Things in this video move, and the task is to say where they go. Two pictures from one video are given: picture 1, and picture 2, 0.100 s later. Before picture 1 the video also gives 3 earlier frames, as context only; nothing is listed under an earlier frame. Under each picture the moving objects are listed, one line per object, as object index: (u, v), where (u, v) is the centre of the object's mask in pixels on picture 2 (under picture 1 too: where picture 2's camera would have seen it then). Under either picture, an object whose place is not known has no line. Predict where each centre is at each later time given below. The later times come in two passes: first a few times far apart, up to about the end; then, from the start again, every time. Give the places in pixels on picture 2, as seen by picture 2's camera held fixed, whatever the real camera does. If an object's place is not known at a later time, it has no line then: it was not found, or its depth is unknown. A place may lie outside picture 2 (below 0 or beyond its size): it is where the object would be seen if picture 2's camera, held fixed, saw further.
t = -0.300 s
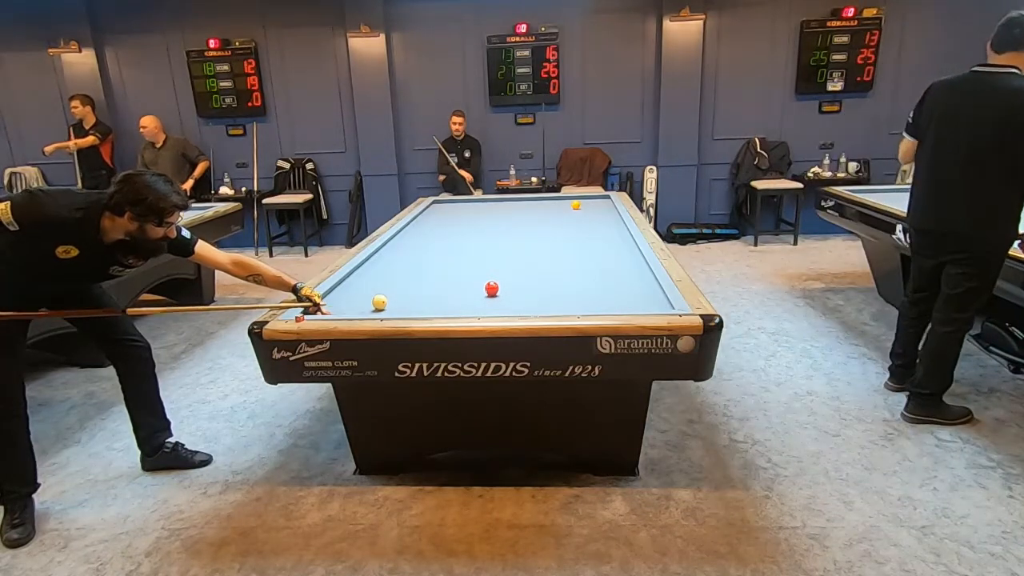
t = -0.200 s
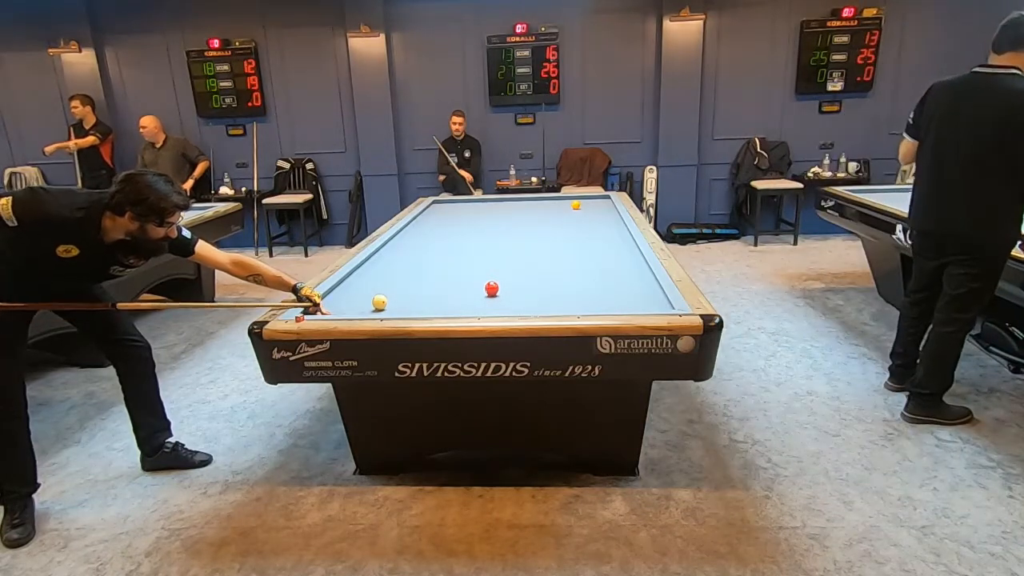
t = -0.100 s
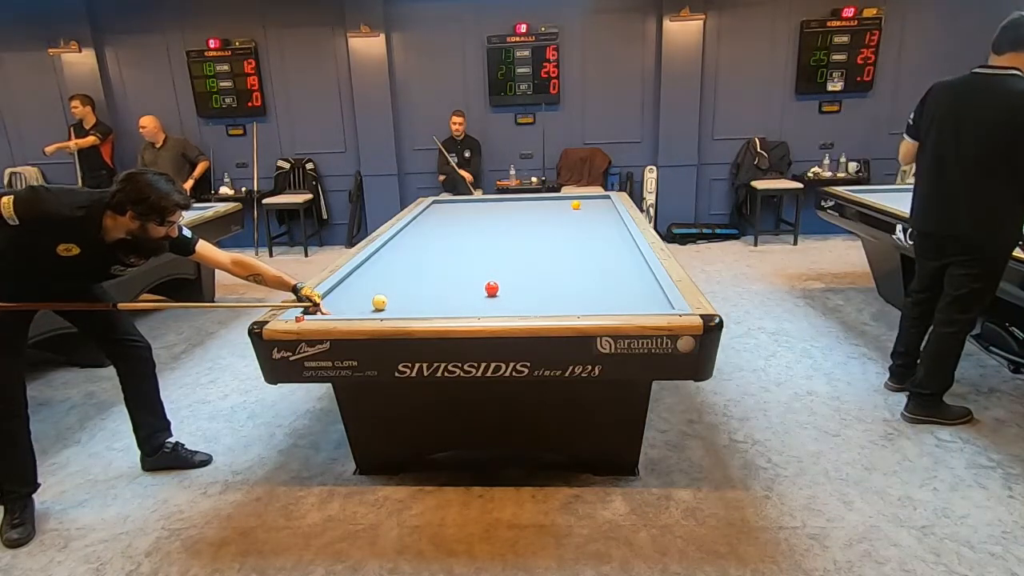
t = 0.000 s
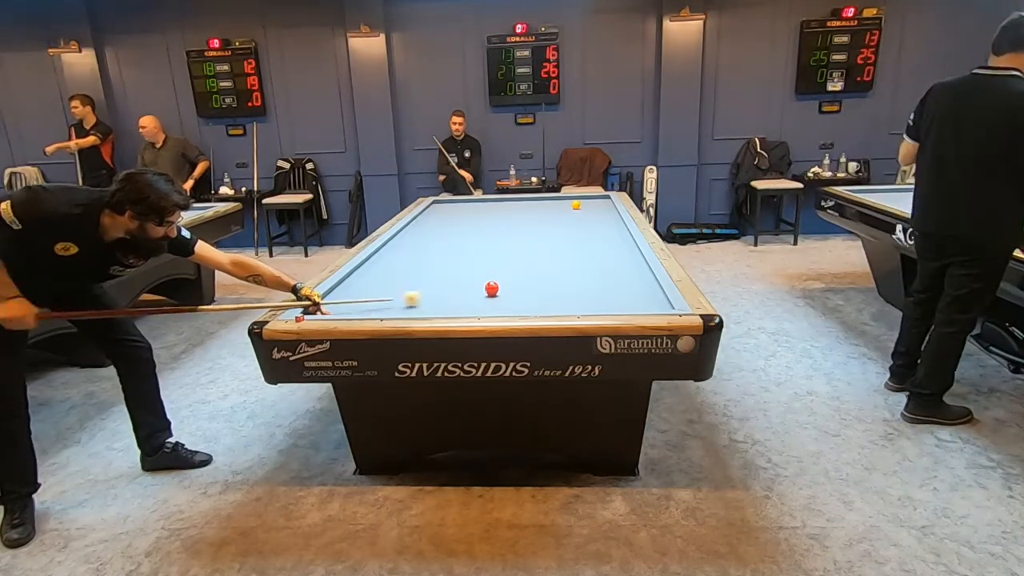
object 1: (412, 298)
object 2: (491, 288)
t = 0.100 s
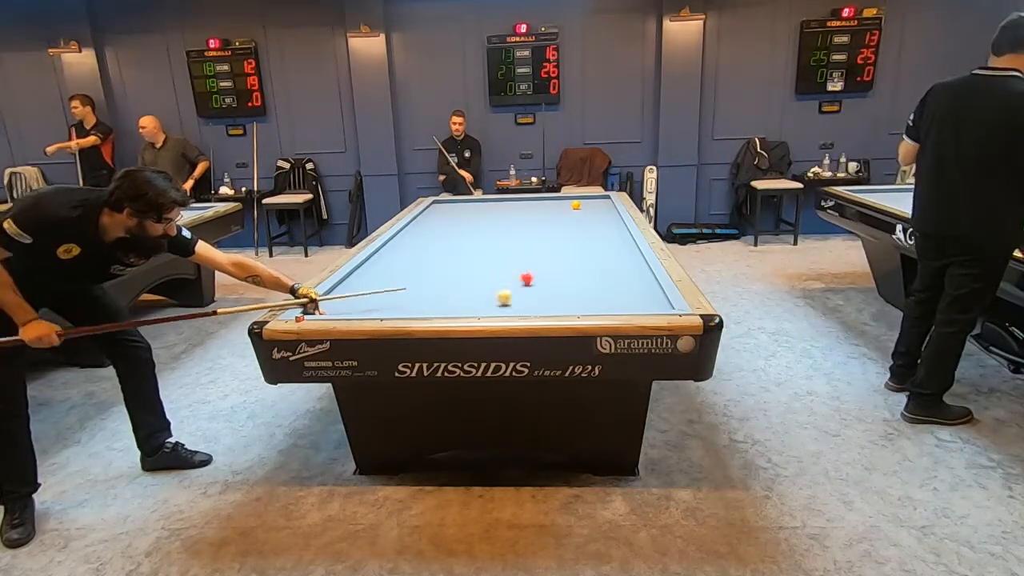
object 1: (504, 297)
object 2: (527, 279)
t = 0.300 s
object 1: (610, 302)
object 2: (629, 246)
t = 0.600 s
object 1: (587, 276)
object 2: (516, 228)
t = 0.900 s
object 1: (521, 258)
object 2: (448, 217)
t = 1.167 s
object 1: (476, 245)
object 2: (443, 210)
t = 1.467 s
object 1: (437, 233)
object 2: (482, 203)
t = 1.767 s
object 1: (414, 223)
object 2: (508, 199)
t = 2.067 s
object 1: (444, 216)
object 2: (524, 202)
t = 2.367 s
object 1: (467, 209)
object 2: (542, 204)
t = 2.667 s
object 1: (487, 203)
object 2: (560, 206)
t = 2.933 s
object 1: (502, 199)
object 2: (575, 209)
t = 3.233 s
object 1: (509, 200)
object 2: (594, 211)
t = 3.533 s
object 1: (516, 203)
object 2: (614, 215)
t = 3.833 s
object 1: (522, 205)
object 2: (607, 217)
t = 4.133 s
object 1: (528, 207)
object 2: (598, 220)
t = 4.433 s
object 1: (536, 210)
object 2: (588, 223)
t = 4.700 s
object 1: (542, 211)
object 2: (579, 226)
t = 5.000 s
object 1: (549, 214)
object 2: (570, 229)
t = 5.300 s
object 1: (555, 216)
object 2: (560, 232)
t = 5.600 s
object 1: (562, 219)
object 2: (551, 235)
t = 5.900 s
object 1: (569, 221)
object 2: (541, 238)
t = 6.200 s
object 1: (576, 224)
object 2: (532, 241)
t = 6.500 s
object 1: (582, 226)
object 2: (522, 244)
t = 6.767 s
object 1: (588, 228)
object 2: (514, 247)
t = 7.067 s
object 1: (595, 230)
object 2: (506, 249)
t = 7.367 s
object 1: (601, 232)
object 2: (497, 252)
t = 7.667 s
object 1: (608, 234)
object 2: (488, 255)
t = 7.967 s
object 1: (614, 236)
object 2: (481, 257)
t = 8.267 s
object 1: (619, 238)
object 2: (473, 260)
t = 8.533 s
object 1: (624, 240)
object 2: (466, 261)
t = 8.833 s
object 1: (629, 241)
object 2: (459, 264)
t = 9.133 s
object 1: (628, 243)
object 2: (453, 265)
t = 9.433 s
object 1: (627, 244)
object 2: (447, 267)
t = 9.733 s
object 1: (626, 245)
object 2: (441, 269)
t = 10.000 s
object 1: (625, 246)
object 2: (437, 270)
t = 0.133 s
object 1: (520, 301)
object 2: (549, 272)
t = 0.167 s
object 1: (538, 304)
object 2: (569, 266)
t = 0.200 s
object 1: (556, 306)
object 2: (589, 260)
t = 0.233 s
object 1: (575, 306)
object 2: (607, 255)
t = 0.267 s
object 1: (593, 304)
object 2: (623, 250)
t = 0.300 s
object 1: (610, 302)
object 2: (629, 246)
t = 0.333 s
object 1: (626, 299)
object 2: (613, 243)
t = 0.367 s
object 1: (641, 296)
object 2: (599, 241)
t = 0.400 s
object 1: (656, 293)
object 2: (584, 239)
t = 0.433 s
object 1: (647, 290)
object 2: (571, 237)
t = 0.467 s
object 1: (633, 287)
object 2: (559, 235)
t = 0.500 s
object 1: (620, 285)
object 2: (547, 234)
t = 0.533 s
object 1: (608, 282)
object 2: (536, 232)
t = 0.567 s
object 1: (597, 279)
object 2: (525, 230)
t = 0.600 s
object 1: (587, 276)
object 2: (516, 228)
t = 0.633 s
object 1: (578, 275)
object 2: (507, 227)
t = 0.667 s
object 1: (569, 272)
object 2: (498, 225)
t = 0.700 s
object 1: (561, 270)
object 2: (490, 224)
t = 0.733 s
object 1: (554, 268)
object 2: (482, 223)
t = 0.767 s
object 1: (547, 266)
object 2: (474, 221)
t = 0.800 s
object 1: (540, 264)
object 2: (468, 220)
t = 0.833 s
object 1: (533, 262)
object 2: (461, 219)
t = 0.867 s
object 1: (527, 261)
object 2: (454, 218)
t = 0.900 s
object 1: (521, 258)
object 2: (448, 217)
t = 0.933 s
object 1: (516, 257)
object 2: (442, 216)
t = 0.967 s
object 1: (510, 255)
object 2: (436, 215)
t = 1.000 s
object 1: (503, 253)
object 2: (430, 215)
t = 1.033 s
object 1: (497, 251)
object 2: (425, 214)
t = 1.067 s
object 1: (492, 250)
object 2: (425, 212)
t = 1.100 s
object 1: (487, 248)
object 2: (431, 211)
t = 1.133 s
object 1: (481, 246)
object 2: (438, 211)
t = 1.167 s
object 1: (476, 245)
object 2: (443, 210)
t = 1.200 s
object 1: (472, 243)
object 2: (449, 209)
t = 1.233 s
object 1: (467, 242)
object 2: (454, 208)
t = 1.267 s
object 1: (463, 241)
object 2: (459, 208)
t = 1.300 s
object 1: (458, 239)
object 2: (464, 207)
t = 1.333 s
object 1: (453, 238)
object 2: (468, 206)
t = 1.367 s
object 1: (448, 237)
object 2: (472, 205)
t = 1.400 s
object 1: (444, 236)
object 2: (475, 204)
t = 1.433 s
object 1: (440, 235)
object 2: (479, 203)
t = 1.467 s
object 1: (437, 233)
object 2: (482, 203)
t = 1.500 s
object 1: (432, 232)
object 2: (485, 202)
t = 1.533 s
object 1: (428, 231)
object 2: (489, 202)
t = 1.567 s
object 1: (425, 230)
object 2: (493, 201)
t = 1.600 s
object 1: (420, 228)
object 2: (495, 200)
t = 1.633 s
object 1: (417, 228)
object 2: (499, 199)
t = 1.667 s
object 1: (413, 227)
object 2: (503, 199)
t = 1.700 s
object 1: (410, 225)
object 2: (504, 199)
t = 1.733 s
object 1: (410, 224)
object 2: (506, 199)
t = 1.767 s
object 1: (414, 223)
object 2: (508, 199)
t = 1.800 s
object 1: (419, 222)
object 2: (509, 199)
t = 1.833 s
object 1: (423, 221)
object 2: (511, 200)
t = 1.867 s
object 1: (427, 221)
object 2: (513, 200)
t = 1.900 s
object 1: (430, 220)
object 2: (515, 200)
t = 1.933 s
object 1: (433, 219)
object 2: (517, 201)
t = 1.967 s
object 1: (436, 219)
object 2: (519, 201)
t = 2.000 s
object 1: (439, 217)
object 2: (521, 201)
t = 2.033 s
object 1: (441, 217)
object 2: (523, 201)
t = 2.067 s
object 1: (444, 216)
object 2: (524, 202)
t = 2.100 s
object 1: (447, 215)
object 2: (526, 202)
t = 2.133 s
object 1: (449, 214)
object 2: (528, 202)
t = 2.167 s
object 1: (452, 213)
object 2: (531, 202)
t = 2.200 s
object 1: (454, 213)
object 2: (532, 202)
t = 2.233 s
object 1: (457, 212)
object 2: (534, 203)
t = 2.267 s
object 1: (460, 211)
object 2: (536, 203)
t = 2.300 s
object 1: (462, 211)
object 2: (538, 203)
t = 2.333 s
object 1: (465, 210)
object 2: (540, 204)
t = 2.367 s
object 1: (467, 209)
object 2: (542, 204)
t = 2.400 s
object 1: (469, 209)
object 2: (544, 204)
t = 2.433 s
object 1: (471, 208)
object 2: (545, 204)
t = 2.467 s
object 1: (474, 207)
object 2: (548, 204)
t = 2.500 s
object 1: (476, 207)
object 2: (550, 205)
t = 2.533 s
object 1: (478, 206)
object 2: (552, 205)
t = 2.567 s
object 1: (481, 205)
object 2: (554, 205)
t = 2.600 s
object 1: (482, 205)
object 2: (556, 205)
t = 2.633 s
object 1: (485, 204)
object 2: (558, 206)
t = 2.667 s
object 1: (487, 203)
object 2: (560, 206)
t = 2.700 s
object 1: (488, 203)
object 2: (561, 206)
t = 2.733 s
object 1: (490, 203)
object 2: (562, 207)
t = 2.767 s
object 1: (492, 202)
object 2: (565, 208)
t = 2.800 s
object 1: (494, 201)
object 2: (567, 208)
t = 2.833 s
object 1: (496, 200)
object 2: (568, 208)
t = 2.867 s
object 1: (498, 200)
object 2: (571, 208)
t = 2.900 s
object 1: (500, 200)
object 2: (572, 209)
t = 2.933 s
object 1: (502, 199)
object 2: (575, 209)
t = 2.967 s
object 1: (504, 199)
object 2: (578, 209)
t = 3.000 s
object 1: (505, 199)
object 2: (580, 209)
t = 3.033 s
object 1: (505, 199)
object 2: (582, 210)
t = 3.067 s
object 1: (506, 199)
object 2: (584, 209)
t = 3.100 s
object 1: (506, 200)
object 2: (586, 210)
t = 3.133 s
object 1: (507, 200)
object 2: (588, 211)
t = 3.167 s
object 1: (508, 200)
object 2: (590, 211)
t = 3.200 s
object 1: (509, 200)
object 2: (592, 211)
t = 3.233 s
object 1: (509, 200)
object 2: (594, 211)
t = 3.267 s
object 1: (510, 201)
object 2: (597, 212)
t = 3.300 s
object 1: (511, 201)
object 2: (599, 212)
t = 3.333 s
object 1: (512, 201)
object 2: (601, 212)
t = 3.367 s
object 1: (513, 202)
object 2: (603, 212)
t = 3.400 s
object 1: (513, 202)
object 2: (605, 213)
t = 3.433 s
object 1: (513, 202)
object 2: (607, 213)
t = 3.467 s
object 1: (514, 202)
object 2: (610, 213)
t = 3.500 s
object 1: (515, 202)
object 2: (612, 214)
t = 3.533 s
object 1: (516, 203)
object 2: (614, 215)
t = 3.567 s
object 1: (516, 203)
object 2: (616, 215)
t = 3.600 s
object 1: (517, 203)
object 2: (614, 215)
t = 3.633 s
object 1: (518, 203)
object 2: (613, 215)
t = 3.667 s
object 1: (518, 203)
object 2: (613, 215)
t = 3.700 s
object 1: (520, 204)
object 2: (611, 216)
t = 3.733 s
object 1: (520, 204)
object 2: (610, 216)
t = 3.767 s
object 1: (521, 204)
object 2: (609, 216)
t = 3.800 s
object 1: (521, 204)
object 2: (608, 217)
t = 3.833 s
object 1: (522, 205)
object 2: (607, 217)
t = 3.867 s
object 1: (523, 205)
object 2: (606, 218)
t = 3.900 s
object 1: (524, 205)
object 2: (605, 218)
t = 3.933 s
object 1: (524, 206)
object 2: (604, 218)
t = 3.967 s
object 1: (525, 206)
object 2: (603, 219)
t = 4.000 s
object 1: (526, 206)
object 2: (602, 219)
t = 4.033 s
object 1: (527, 206)
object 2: (601, 219)
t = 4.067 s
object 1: (527, 207)
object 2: (600, 220)
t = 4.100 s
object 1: (528, 207)
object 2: (599, 220)
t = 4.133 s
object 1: (528, 207)
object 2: (598, 220)
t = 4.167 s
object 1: (529, 208)
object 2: (596, 221)
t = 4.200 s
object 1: (530, 208)
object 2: (595, 221)
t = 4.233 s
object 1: (531, 208)
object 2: (594, 221)
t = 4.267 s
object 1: (532, 208)
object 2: (593, 222)
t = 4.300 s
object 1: (532, 209)
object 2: (592, 222)
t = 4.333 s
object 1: (533, 209)
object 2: (591, 222)
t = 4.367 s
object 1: (534, 209)
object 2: (590, 223)
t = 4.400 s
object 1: (535, 210)
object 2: (589, 223)
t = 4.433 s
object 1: (536, 210)
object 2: (588, 223)
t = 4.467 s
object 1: (536, 210)
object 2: (587, 224)
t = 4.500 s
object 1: (537, 210)
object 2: (585, 224)
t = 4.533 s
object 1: (538, 210)
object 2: (584, 224)
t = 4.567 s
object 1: (539, 211)
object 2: (584, 225)
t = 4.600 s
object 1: (539, 211)
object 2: (583, 225)
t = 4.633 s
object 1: (540, 211)
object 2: (581, 225)
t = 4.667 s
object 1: (541, 211)
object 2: (581, 226)
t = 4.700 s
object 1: (542, 211)
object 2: (579, 226)
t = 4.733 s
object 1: (543, 212)
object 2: (578, 226)
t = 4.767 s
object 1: (543, 212)
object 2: (577, 227)
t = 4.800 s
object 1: (544, 212)
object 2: (576, 227)
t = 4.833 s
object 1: (545, 213)
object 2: (575, 227)
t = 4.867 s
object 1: (545, 213)
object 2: (574, 228)
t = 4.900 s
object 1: (546, 213)
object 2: (573, 228)
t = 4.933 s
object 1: (547, 213)
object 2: (572, 228)
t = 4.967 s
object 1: (548, 214)
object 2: (571, 229)
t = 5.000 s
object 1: (549, 214)
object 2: (570, 229)
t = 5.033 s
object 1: (549, 214)
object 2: (569, 230)
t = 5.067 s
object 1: (550, 214)
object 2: (568, 230)
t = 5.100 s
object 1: (551, 214)
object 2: (567, 230)
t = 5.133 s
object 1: (551, 215)
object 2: (566, 230)
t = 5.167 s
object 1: (552, 215)
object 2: (564, 231)
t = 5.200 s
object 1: (553, 215)
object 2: (563, 231)
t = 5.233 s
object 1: (554, 216)
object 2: (562, 232)
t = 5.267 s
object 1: (555, 216)
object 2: (561, 232)
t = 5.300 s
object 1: (555, 216)
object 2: (560, 232)
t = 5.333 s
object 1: (556, 216)
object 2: (559, 232)
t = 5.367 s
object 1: (557, 217)
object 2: (558, 233)
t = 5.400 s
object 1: (557, 217)
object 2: (557, 233)
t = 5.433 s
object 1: (558, 217)
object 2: (556, 234)
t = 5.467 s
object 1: (559, 218)
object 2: (555, 234)
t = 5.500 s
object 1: (560, 218)
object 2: (554, 235)
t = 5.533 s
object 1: (560, 218)
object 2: (553, 235)
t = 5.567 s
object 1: (562, 219)
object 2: (552, 235)
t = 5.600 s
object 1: (562, 219)
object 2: (551, 235)
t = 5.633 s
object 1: (563, 219)
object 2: (550, 236)
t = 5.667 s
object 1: (564, 219)
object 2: (548, 236)
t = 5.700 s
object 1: (564, 219)
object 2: (547, 236)
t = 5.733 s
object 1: (565, 220)
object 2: (546, 237)
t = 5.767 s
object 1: (566, 220)
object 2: (545, 237)
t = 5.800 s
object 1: (566, 220)
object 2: (544, 237)
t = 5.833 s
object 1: (568, 221)
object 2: (543, 238)
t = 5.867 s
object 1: (568, 221)
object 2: (542, 238)
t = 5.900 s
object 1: (569, 221)
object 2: (541, 238)
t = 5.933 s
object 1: (569, 221)
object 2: (540, 239)
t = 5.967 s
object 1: (570, 222)
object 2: (539, 239)
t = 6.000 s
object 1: (571, 222)
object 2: (538, 239)
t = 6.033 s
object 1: (572, 222)
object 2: (537, 240)
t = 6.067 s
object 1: (573, 222)
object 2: (536, 240)
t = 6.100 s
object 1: (573, 223)
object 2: (535, 240)
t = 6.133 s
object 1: (574, 223)
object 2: (534, 240)
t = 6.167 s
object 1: (575, 223)
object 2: (533, 241)
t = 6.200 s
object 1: (576, 224)
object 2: (532, 241)
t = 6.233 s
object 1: (577, 224)
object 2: (531, 241)
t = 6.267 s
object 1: (578, 224)
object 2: (530, 242)
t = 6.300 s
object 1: (578, 224)
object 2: (528, 242)
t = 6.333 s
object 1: (579, 224)
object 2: (527, 243)
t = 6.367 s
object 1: (579, 224)
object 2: (526, 243)
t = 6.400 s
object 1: (580, 225)
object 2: (526, 243)
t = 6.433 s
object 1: (581, 225)
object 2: (525, 243)
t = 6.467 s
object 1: (582, 225)
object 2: (523, 244)
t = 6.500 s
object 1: (582, 226)
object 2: (522, 244)
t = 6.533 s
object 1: (583, 226)
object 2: (522, 244)
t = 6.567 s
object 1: (584, 226)
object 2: (520, 245)
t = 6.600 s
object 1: (585, 226)
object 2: (519, 245)
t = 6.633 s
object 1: (586, 227)
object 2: (518, 245)
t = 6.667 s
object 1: (586, 227)
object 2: (518, 246)
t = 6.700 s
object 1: (587, 227)
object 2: (516, 246)
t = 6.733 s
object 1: (588, 227)
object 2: (515, 246)
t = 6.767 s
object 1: (588, 228)
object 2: (514, 247)
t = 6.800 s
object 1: (589, 228)
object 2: (513, 247)
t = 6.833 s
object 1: (590, 228)
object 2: (512, 247)
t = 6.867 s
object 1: (591, 228)
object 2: (511, 248)
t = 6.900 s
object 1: (591, 228)
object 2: (510, 248)
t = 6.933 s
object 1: (592, 229)
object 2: (509, 248)
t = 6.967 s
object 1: (593, 229)
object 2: (508, 249)
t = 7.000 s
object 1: (594, 229)
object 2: (507, 249)
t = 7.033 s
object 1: (594, 229)
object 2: (506, 249)
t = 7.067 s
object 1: (595, 230)
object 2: (506, 249)
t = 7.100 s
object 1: (596, 230)
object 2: (505, 250)
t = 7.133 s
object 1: (596, 230)
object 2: (503, 250)
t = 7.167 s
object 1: (597, 230)
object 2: (503, 251)
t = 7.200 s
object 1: (598, 231)
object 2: (501, 251)
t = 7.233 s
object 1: (599, 231)
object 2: (501, 251)
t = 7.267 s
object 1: (599, 231)
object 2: (500, 251)
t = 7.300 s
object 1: (600, 232)
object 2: (499, 252)
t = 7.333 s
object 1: (601, 232)
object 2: (498, 252)
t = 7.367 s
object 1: (601, 232)
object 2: (497, 252)
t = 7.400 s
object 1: (602, 232)
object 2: (496, 253)
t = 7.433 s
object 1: (603, 232)
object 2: (495, 253)
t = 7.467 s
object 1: (603, 233)
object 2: (494, 253)
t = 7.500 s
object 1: (604, 233)
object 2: (493, 253)
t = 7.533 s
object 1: (605, 233)
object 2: (492, 254)
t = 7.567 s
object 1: (606, 233)
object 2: (491, 254)
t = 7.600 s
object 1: (606, 234)
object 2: (490, 254)
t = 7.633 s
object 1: (607, 234)
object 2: (489, 255)
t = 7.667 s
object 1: (608, 234)
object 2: (488, 255)
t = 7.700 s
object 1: (608, 234)
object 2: (488, 255)
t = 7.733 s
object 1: (609, 234)
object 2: (487, 255)
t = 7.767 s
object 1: (610, 235)
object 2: (486, 256)
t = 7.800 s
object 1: (610, 235)
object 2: (485, 256)
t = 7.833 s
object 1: (611, 235)
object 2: (484, 256)
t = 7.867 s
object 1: (611, 235)
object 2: (483, 257)
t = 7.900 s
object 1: (612, 236)
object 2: (482, 257)
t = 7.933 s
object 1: (613, 236)
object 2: (482, 257)
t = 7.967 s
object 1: (614, 236)
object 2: (481, 257)
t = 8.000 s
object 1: (614, 237)
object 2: (480, 257)
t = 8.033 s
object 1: (615, 237)
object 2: (479, 258)
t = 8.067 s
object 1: (615, 237)
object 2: (478, 258)
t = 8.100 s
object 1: (616, 237)
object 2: (477, 258)
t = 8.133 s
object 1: (616, 237)
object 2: (476, 258)
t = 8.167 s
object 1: (617, 237)
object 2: (476, 259)
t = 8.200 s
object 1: (618, 238)
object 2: (475, 259)
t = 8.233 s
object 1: (618, 238)
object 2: (474, 259)
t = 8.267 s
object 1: (619, 238)
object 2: (473, 260)
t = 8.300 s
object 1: (620, 238)
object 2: (472, 260)
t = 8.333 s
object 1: (620, 238)
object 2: (471, 260)
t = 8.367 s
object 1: (621, 239)
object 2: (471, 260)
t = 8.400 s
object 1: (621, 239)
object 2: (470, 261)
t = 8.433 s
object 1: (622, 239)
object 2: (469, 261)
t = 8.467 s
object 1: (622, 239)
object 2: (468, 261)
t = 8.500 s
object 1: (623, 239)
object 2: (467, 261)
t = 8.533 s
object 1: (624, 240)
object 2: (466, 261)
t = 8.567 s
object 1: (624, 240)
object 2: (466, 262)
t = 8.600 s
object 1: (625, 240)
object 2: (465, 262)
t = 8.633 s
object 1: (626, 240)
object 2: (464, 262)
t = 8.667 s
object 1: (626, 241)
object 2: (463, 262)
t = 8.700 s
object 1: (627, 241)
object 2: (462, 263)
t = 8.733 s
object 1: (627, 241)
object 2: (462, 263)
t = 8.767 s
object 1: (628, 241)
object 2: (461, 263)
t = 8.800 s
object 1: (629, 241)
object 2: (460, 263)
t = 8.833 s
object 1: (629, 241)
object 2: (459, 264)
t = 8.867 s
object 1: (629, 242)
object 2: (459, 264)
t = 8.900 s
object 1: (629, 242)
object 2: (458, 264)
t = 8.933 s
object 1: (629, 242)
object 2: (457, 264)
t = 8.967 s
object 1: (629, 242)
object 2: (456, 264)
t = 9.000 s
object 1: (629, 242)
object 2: (456, 265)
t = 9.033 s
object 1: (629, 242)
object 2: (455, 265)
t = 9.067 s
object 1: (629, 242)
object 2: (454, 265)
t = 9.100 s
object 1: (628, 243)
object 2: (453, 265)
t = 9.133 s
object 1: (628, 243)
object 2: (453, 265)
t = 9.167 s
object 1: (628, 243)
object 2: (452, 266)
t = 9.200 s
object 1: (628, 243)
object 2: (451, 266)
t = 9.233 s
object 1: (628, 243)
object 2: (451, 266)
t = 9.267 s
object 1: (628, 243)
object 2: (450, 266)
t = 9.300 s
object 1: (628, 243)
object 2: (449, 266)
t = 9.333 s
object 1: (628, 244)
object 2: (449, 267)
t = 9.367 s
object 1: (628, 243)
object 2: (448, 267)
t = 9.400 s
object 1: (627, 244)
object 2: (447, 267)
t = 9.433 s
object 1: (627, 244)
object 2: (447, 267)
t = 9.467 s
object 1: (627, 244)
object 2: (446, 267)
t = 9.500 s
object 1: (627, 244)
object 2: (445, 268)
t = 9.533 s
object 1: (627, 244)
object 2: (445, 268)
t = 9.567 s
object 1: (627, 245)
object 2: (444, 268)
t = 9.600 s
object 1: (627, 245)
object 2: (444, 268)
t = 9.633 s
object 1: (626, 245)
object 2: (443, 268)
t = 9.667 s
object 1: (626, 245)
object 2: (442, 269)
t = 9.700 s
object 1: (626, 245)
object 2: (442, 269)
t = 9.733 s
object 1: (626, 245)
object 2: (441, 269)
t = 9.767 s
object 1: (626, 245)
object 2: (441, 269)
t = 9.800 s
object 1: (626, 245)
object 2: (440, 269)
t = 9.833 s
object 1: (626, 245)
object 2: (440, 269)
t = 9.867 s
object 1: (625, 246)
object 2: (439, 270)
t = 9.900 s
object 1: (625, 246)
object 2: (438, 270)
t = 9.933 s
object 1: (625, 246)
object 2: (438, 270)
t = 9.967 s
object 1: (625, 246)
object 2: (438, 270)
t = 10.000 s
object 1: (625, 246)
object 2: (437, 270)
